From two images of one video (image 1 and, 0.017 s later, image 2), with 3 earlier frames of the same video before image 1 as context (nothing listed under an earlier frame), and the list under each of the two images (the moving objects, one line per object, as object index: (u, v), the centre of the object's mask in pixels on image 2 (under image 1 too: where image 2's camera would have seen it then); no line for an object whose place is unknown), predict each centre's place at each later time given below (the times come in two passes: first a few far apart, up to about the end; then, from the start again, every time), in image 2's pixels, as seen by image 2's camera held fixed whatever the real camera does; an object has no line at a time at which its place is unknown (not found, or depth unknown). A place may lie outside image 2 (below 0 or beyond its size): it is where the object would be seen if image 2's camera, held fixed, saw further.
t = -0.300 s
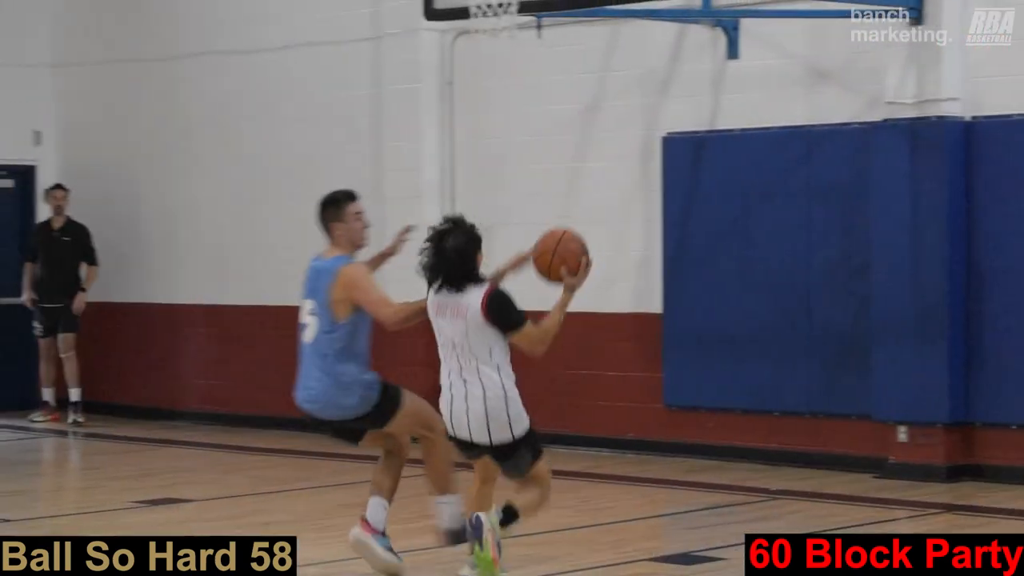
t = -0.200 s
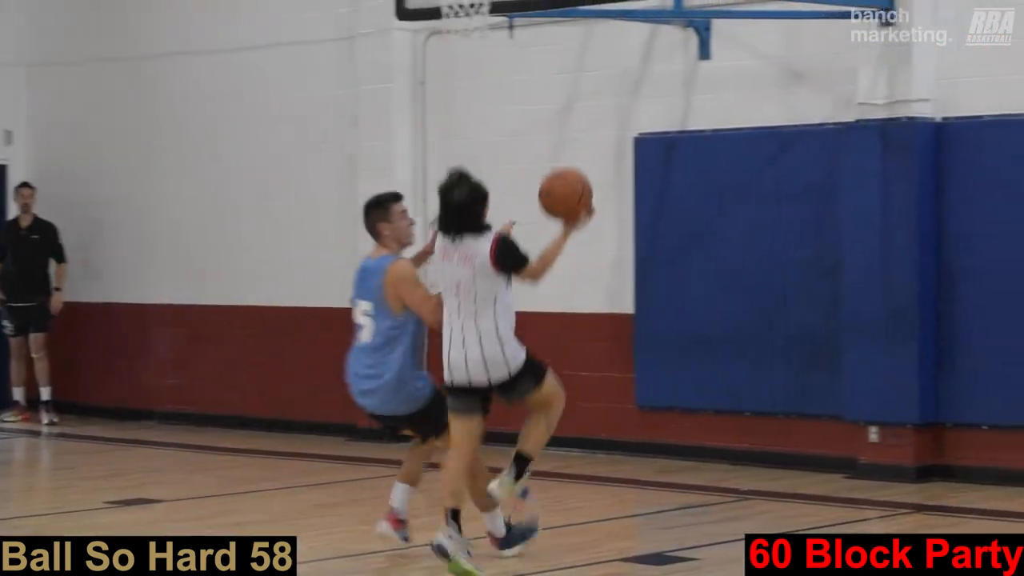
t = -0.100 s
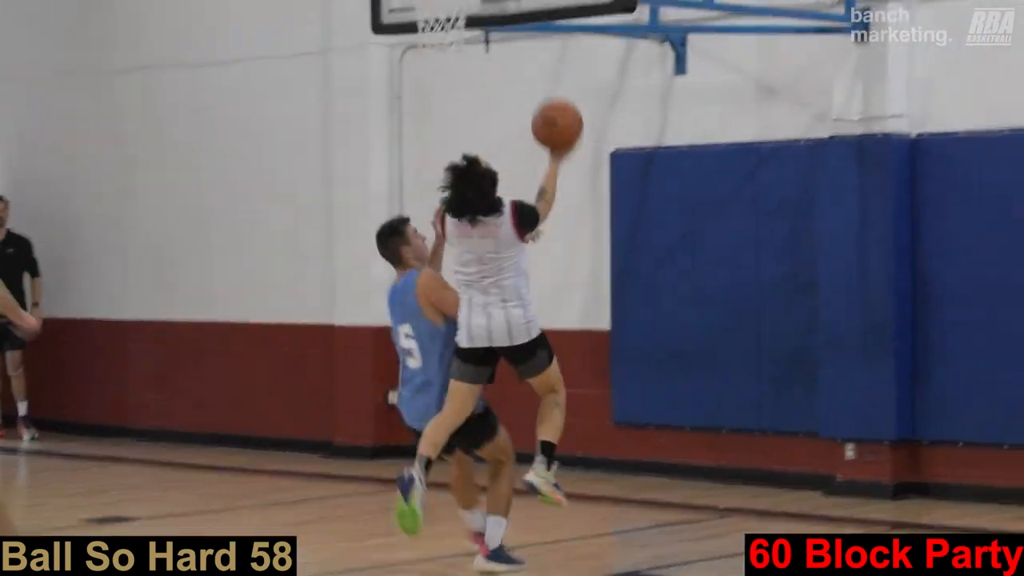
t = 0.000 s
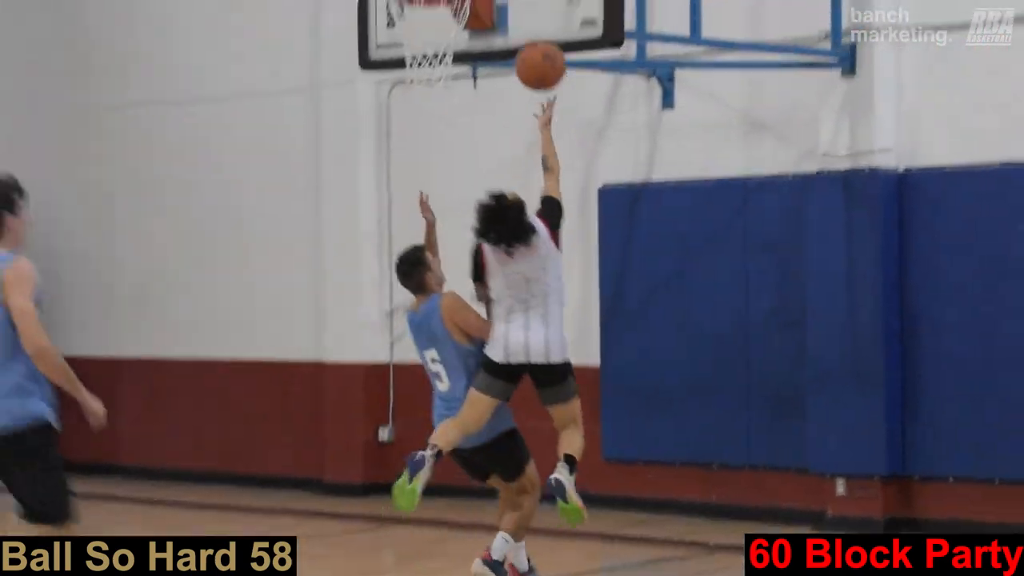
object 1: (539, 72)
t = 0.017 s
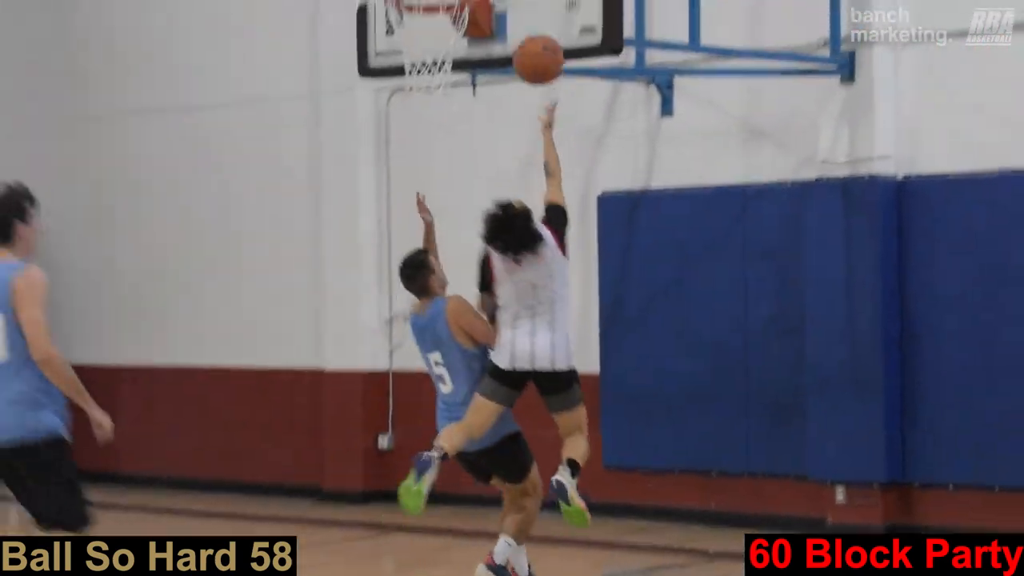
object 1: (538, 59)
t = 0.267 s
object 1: (519, -68)
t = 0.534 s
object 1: (483, -69)
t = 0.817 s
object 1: (419, 10)
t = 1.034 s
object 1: (437, 49)
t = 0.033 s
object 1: (537, 46)
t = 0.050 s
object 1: (536, 35)
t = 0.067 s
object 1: (534, 23)
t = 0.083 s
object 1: (533, 12)
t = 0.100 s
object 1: (531, 1)
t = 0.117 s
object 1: (530, -8)
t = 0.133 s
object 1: (529, -17)
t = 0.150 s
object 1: (528, -26)
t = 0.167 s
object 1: (527, -33)
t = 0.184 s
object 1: (525, -40)
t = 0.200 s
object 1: (524, -47)
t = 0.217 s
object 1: (523, -53)
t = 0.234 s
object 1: (522, -58)
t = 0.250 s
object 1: (521, -63)
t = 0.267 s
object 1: (519, -68)
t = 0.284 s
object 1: (519, -72)
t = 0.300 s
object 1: (517, -74)
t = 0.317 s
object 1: (516, -77)
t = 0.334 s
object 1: (515, -78)
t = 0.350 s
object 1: (514, -79)
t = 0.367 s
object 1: (512, -80)
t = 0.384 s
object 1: (511, -80)
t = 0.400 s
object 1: (510, -80)
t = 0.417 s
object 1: (508, -79)
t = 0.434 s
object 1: (507, -77)
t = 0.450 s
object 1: (506, -75)
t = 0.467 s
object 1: (505, -73)
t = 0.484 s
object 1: (502, -72)
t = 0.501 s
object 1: (496, -71)
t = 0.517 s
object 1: (489, -70)
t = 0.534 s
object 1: (483, -69)
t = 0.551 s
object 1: (477, -66)
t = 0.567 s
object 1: (471, -64)
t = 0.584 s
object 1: (464, -61)
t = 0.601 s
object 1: (458, -57)
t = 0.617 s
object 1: (452, -53)
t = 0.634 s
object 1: (446, -48)
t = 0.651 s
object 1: (439, -43)
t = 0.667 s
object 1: (434, -37)
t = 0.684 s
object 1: (427, -31)
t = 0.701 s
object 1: (421, -24)
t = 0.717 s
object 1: (415, -21)
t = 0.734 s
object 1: (414, -14)
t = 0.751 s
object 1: (416, -9)
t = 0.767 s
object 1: (418, -5)
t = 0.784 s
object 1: (418, 0)
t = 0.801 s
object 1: (419, 5)
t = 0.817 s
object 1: (419, 10)
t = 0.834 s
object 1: (422, 16)
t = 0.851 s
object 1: (424, 22)
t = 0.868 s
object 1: (426, 27)
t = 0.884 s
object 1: (426, 31)
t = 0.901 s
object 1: (425, 34)
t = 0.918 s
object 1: (430, 35)
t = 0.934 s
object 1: (432, 37)
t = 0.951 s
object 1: (432, 36)
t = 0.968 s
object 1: (434, 40)
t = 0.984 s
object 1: (435, 44)
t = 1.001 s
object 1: (436, 45)
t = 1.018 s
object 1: (436, 47)
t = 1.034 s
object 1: (437, 49)
